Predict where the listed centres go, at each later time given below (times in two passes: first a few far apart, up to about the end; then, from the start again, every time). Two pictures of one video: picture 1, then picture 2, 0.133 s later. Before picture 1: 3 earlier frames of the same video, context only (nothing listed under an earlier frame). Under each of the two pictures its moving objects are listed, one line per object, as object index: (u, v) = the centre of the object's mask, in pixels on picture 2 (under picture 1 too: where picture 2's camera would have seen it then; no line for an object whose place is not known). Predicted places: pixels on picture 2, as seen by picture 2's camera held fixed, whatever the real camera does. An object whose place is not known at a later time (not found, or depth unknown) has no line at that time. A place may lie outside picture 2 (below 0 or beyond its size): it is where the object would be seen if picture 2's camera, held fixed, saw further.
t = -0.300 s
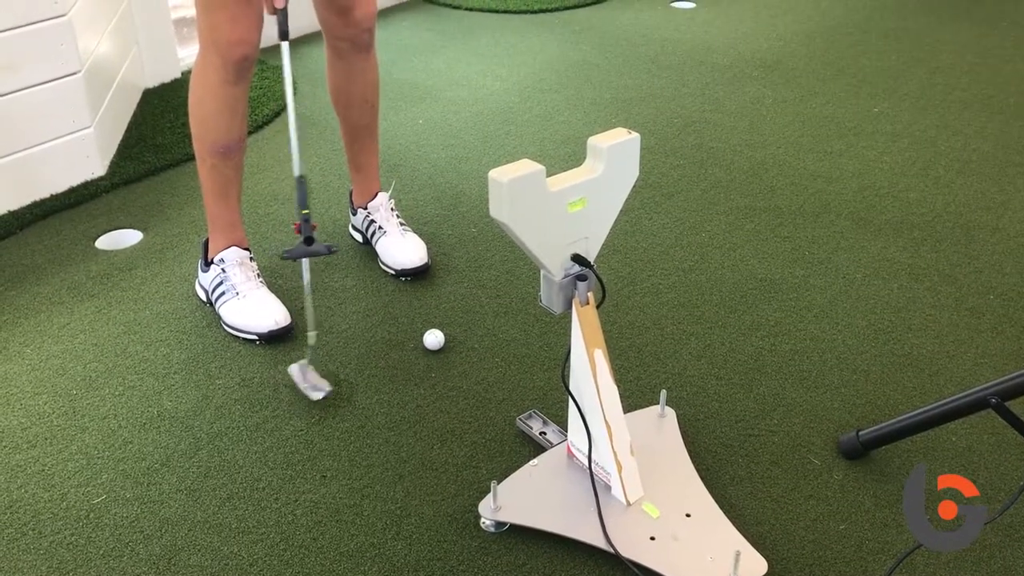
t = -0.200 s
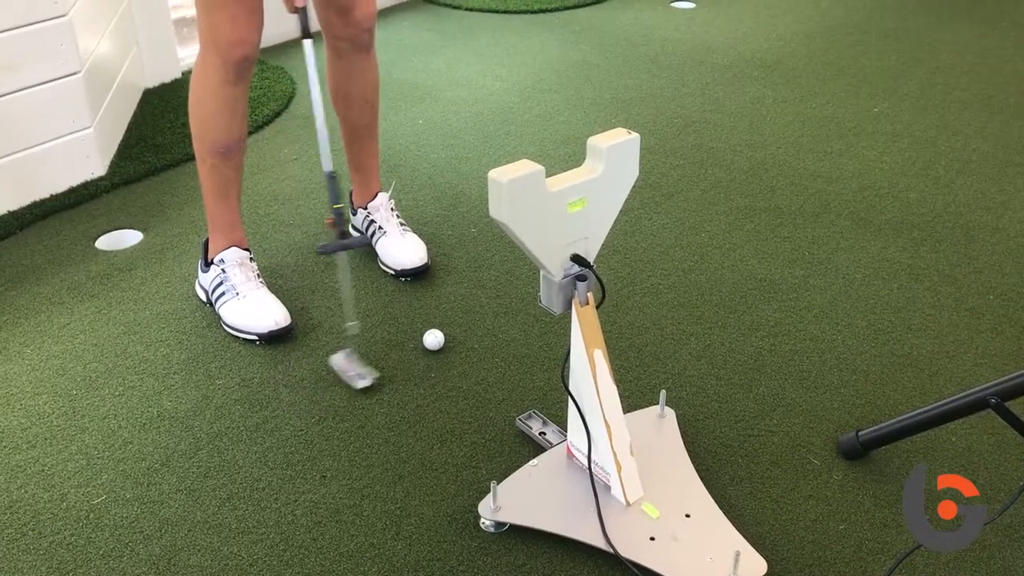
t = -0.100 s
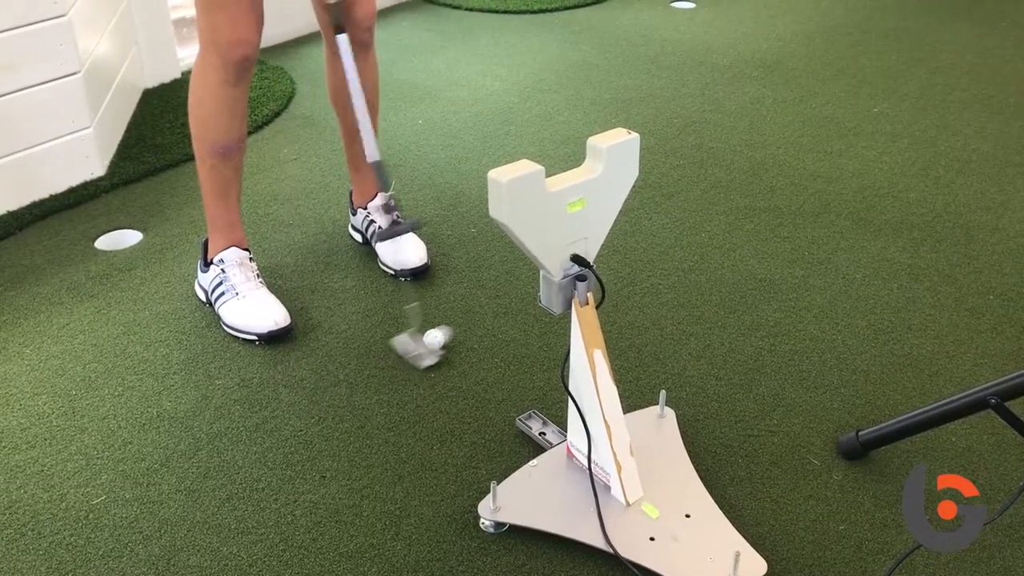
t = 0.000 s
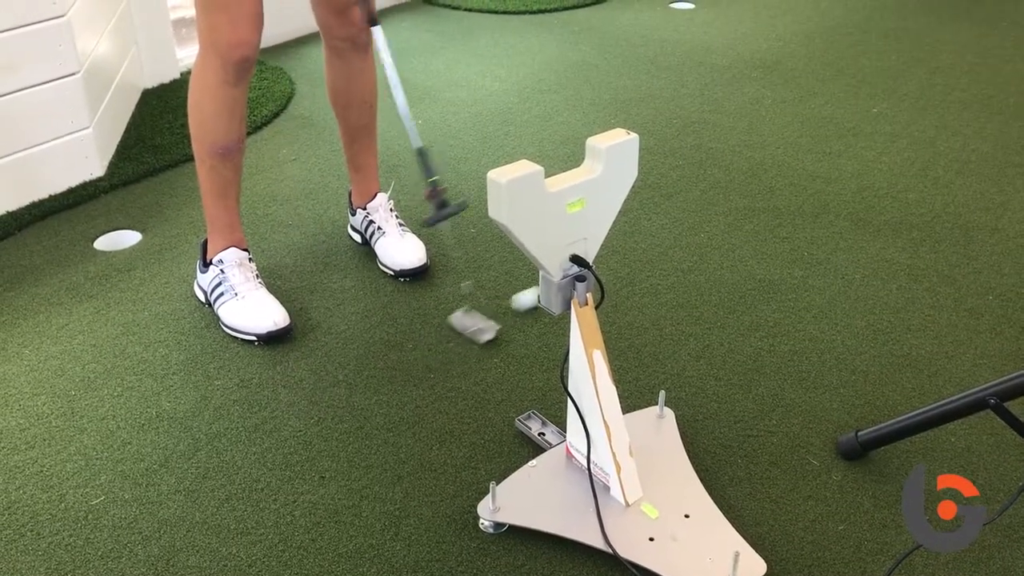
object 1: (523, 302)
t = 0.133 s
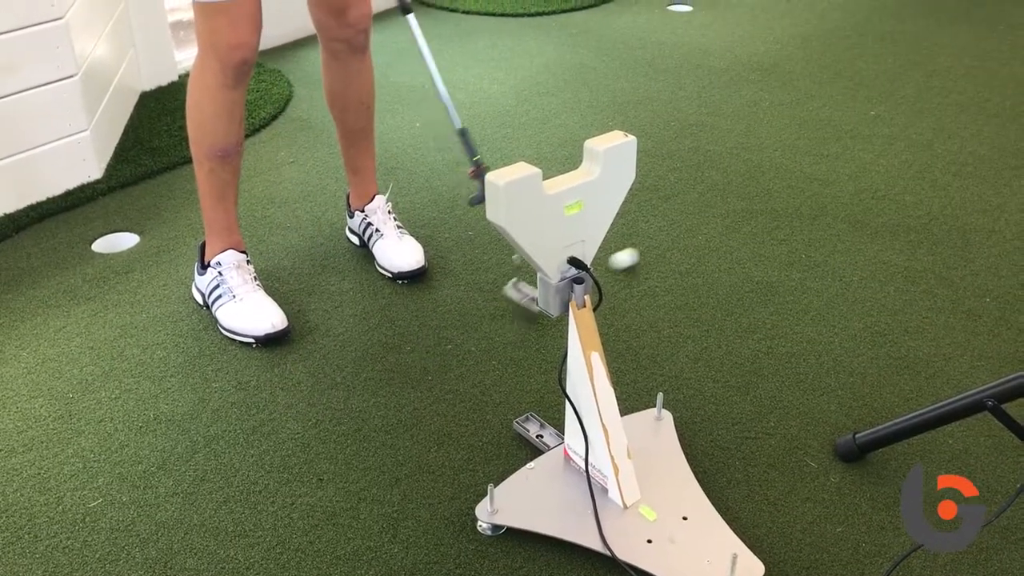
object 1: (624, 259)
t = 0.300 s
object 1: (712, 221)
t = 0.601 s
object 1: (829, 170)
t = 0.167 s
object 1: (643, 251)
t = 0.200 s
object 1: (662, 243)
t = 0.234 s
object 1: (680, 235)
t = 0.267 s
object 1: (696, 228)
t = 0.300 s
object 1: (712, 221)
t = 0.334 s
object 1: (727, 214)
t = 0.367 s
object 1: (741, 208)
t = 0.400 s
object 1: (756, 201)
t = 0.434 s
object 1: (769, 196)
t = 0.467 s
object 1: (782, 191)
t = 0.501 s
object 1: (794, 185)
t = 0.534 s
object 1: (806, 180)
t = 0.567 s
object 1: (817, 175)
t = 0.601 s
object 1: (829, 170)
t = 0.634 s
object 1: (840, 165)
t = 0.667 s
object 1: (850, 161)
